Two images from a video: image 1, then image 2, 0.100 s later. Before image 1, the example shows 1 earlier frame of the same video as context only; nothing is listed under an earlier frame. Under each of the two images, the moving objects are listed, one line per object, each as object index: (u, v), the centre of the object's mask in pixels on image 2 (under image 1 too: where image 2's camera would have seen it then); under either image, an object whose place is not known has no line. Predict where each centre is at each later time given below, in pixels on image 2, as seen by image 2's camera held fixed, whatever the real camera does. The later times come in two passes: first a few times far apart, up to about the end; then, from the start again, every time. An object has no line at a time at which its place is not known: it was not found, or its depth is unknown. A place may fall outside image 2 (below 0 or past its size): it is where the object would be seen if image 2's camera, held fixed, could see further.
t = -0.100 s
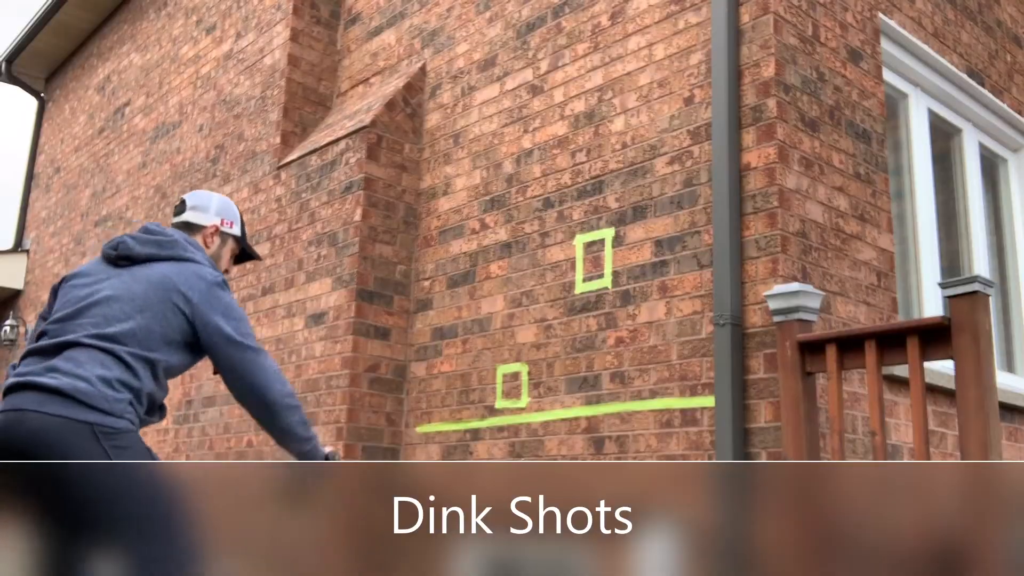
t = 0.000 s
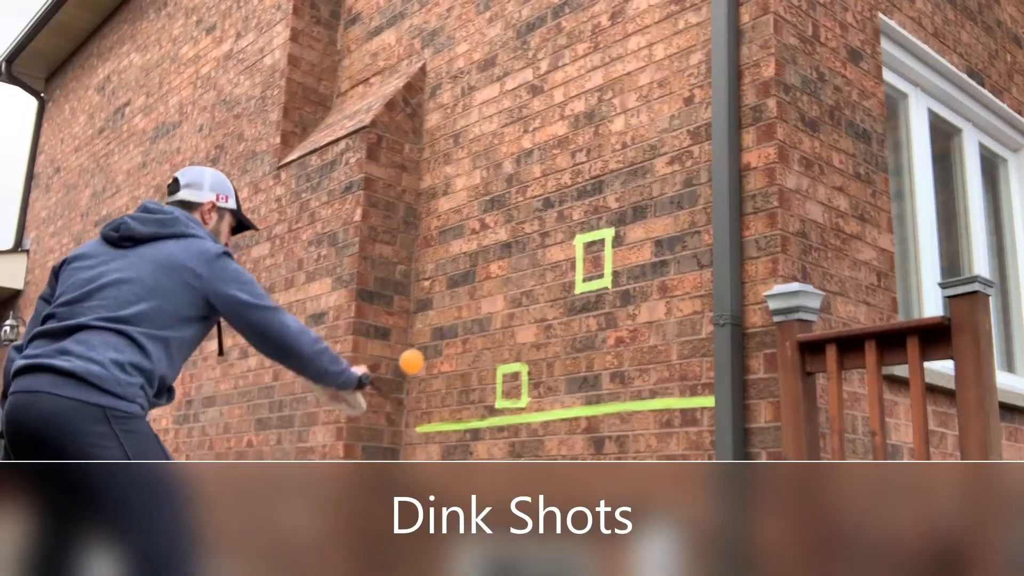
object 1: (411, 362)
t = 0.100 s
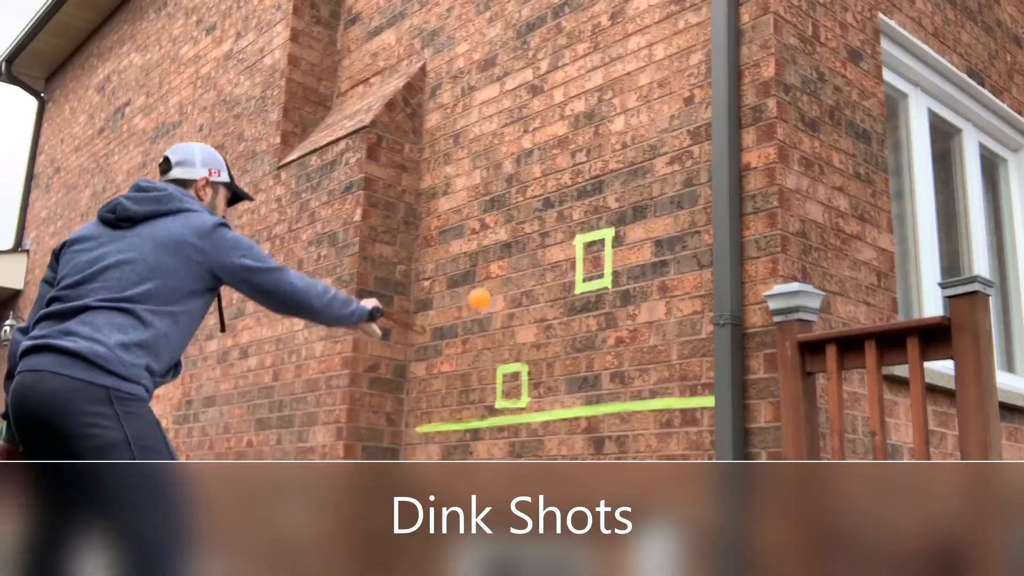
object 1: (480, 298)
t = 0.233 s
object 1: (552, 267)
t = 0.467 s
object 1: (541, 300)
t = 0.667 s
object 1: (456, 438)
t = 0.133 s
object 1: (499, 286)
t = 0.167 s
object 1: (518, 276)
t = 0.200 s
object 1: (536, 271)
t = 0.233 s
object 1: (552, 267)
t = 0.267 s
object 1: (568, 267)
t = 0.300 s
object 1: (585, 269)
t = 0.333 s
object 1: (591, 272)
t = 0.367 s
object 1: (579, 275)
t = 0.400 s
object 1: (566, 281)
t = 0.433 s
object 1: (554, 289)
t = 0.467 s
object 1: (541, 300)
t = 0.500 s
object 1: (528, 314)
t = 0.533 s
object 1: (514, 332)
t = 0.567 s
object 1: (501, 352)
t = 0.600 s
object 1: (486, 377)
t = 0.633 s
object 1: (471, 406)
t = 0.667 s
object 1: (456, 438)
